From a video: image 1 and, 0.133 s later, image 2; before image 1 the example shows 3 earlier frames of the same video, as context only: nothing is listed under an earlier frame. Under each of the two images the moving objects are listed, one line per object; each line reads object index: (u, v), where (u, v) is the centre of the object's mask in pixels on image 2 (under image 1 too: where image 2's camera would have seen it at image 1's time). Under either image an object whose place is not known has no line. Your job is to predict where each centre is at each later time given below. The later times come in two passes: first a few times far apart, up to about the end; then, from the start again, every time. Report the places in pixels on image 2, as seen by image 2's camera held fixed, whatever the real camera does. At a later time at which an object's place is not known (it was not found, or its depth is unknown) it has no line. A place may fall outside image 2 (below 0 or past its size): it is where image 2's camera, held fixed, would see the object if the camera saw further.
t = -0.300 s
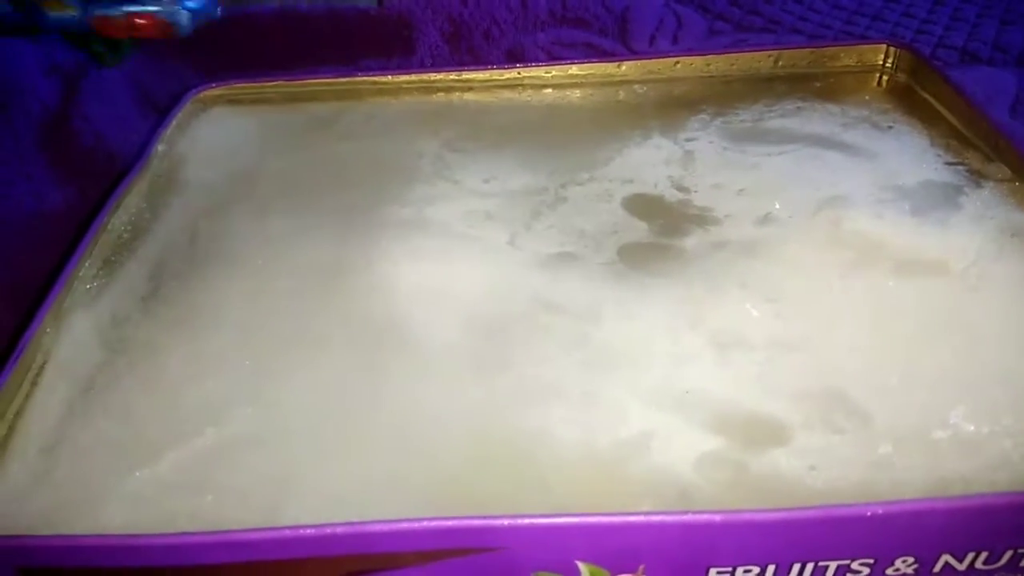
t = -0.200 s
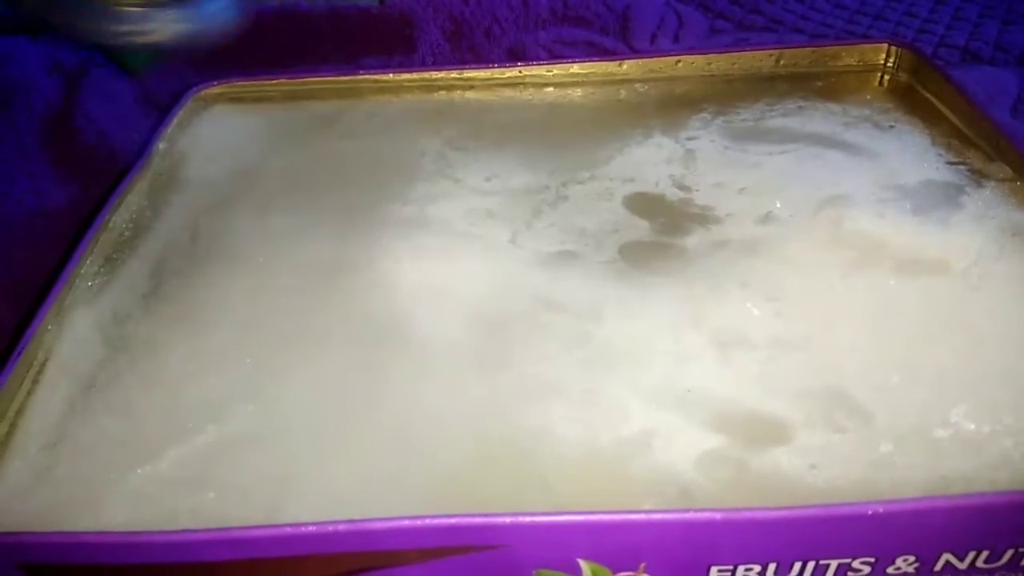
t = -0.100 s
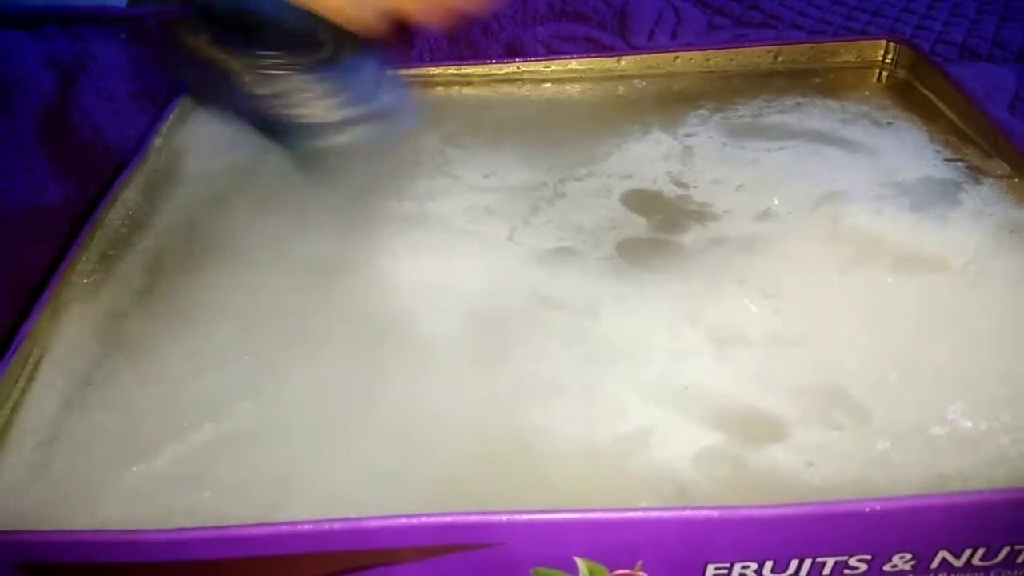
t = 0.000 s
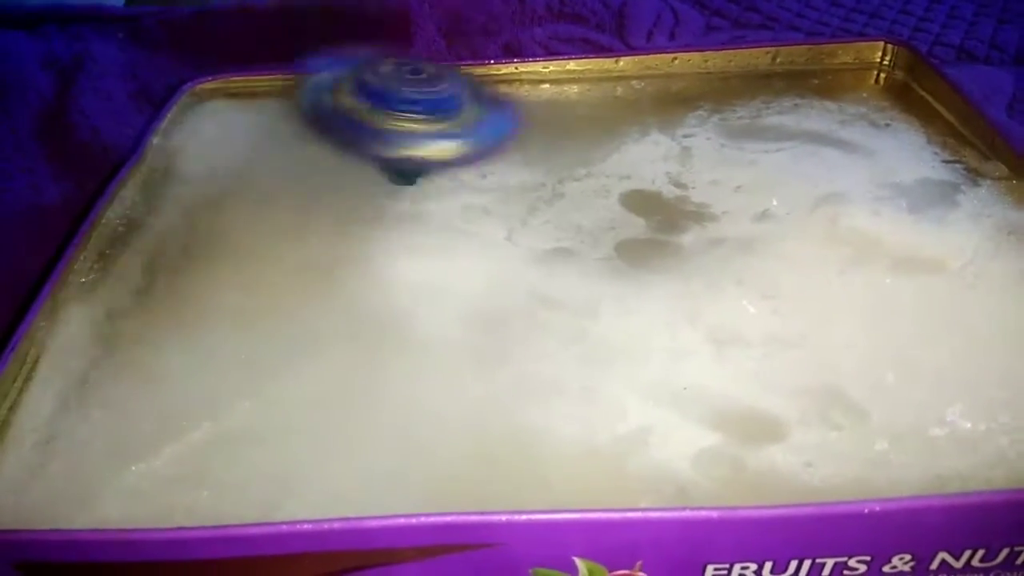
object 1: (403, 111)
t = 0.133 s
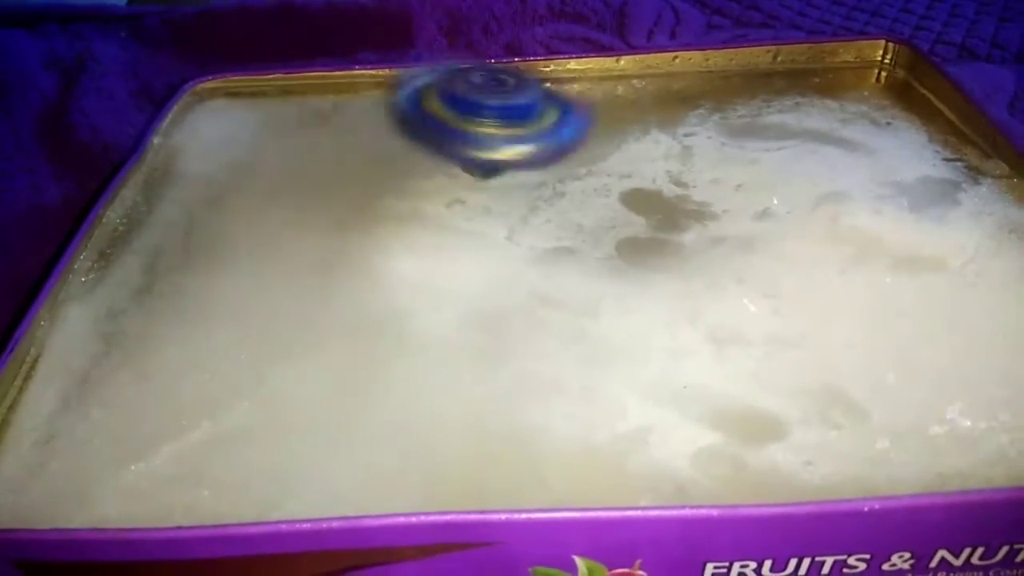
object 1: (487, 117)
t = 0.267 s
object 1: (499, 61)
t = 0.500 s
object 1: (479, 82)
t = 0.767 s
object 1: (535, 52)
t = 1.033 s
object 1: (616, 62)
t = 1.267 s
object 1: (703, 34)
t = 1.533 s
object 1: (836, 29)
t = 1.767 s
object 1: (878, 26)
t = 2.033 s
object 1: (894, 27)
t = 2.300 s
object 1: (846, 26)
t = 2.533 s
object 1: (877, 59)
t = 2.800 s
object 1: (864, 43)
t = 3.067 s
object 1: (784, 37)
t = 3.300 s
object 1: (692, 60)
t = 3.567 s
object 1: (622, 126)
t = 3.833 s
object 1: (604, 210)
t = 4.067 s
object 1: (620, 301)
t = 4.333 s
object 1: (644, 299)
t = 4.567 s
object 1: (622, 310)
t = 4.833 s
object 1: (631, 322)
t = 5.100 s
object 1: (611, 348)
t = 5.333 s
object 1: (611, 354)
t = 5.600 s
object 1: (594, 358)
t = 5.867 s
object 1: (630, 312)
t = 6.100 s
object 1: (622, 316)
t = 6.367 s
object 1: (645, 289)
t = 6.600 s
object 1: (632, 300)
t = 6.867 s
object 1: (634, 311)
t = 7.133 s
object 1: (639, 296)
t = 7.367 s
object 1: (626, 322)
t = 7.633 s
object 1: (647, 292)
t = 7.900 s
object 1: (621, 322)
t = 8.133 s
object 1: (652, 299)
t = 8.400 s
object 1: (631, 299)
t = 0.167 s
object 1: (493, 95)
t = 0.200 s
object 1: (498, 86)
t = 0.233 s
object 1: (501, 74)
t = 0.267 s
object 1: (499, 61)
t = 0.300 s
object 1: (499, 46)
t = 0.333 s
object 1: (499, 42)
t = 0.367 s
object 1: (491, 47)
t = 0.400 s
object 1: (484, 65)
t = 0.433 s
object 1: (480, 68)
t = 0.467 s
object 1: (477, 77)
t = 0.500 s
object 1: (479, 82)
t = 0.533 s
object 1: (484, 84)
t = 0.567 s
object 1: (490, 85)
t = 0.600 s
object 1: (499, 83)
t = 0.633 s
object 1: (506, 79)
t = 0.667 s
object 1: (512, 74)
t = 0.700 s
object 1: (520, 68)
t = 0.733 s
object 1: (528, 59)
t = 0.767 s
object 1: (535, 52)
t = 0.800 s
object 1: (541, 42)
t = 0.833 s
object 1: (547, 40)
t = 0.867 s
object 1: (554, 50)
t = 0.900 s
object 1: (562, 53)
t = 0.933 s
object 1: (573, 58)
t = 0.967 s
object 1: (584, 61)
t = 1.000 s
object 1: (600, 63)
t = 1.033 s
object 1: (616, 62)
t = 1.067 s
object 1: (630, 60)
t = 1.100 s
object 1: (643, 57)
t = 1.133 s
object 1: (655, 54)
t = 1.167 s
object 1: (668, 50)
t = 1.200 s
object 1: (682, 45)
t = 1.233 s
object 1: (692, 37)
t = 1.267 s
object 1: (703, 34)
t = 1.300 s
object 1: (719, 36)
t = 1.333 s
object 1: (733, 39)
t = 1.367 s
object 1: (747, 41)
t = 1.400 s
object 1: (762, 40)
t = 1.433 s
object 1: (780, 37)
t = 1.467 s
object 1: (797, 31)
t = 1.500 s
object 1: (816, 27)
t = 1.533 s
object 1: (836, 29)
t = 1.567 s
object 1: (855, 28)
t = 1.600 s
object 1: (877, 27)
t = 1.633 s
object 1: (894, 24)
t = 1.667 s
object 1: (885, 27)
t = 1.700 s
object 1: (881, 26)
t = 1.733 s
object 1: (878, 27)
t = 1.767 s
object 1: (878, 26)
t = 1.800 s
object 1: (878, 25)
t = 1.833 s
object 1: (883, 24)
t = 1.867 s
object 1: (890, 24)
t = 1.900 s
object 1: (889, 25)
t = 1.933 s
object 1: (887, 27)
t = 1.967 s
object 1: (887, 27)
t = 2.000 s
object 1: (890, 27)
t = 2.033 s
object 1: (894, 27)
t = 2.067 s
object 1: (891, 25)
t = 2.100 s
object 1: (878, 31)
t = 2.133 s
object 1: (874, 26)
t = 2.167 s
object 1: (867, 28)
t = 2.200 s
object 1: (861, 27)
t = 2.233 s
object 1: (856, 28)
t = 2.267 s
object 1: (850, 27)
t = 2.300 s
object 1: (846, 26)
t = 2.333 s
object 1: (849, 31)
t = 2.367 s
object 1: (850, 47)
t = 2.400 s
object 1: (856, 46)
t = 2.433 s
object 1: (862, 57)
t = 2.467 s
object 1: (868, 56)
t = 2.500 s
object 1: (875, 59)
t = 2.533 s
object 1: (877, 59)
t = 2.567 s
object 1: (884, 58)
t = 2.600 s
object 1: (889, 57)
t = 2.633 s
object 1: (890, 55)
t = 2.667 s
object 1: (887, 53)
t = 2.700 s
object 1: (883, 51)
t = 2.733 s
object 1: (876, 49)
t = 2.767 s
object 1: (869, 46)
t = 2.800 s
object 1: (864, 43)
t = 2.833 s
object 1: (857, 40)
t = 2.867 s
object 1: (846, 36)
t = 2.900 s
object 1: (831, 32)
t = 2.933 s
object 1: (817, 29)
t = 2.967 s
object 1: (811, 32)
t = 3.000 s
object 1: (802, 36)
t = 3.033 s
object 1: (795, 37)
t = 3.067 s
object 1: (784, 37)
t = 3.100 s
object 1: (773, 37)
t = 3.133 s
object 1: (760, 36)
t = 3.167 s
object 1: (744, 34)
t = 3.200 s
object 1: (732, 34)
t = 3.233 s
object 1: (714, 45)
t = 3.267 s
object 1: (704, 48)
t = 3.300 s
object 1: (692, 60)
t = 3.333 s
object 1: (682, 68)
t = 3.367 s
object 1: (672, 76)
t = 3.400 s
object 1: (660, 84)
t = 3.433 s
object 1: (652, 92)
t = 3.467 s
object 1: (644, 101)
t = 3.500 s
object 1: (636, 109)
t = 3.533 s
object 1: (628, 118)
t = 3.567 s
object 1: (622, 126)
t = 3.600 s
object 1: (616, 136)
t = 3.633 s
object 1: (609, 146)
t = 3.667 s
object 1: (603, 154)
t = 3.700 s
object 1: (596, 163)
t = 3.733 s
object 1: (592, 176)
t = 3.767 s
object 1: (594, 187)
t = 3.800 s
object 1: (599, 200)
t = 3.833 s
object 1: (604, 210)
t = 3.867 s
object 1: (603, 223)
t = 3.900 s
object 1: (602, 236)
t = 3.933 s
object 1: (606, 248)
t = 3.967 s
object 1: (608, 260)
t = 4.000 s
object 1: (612, 275)
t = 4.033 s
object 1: (614, 289)
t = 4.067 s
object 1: (620, 301)
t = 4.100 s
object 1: (626, 308)
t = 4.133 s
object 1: (631, 316)
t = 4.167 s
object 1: (636, 322)
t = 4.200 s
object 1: (645, 324)
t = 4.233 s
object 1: (653, 321)
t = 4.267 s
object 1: (655, 314)
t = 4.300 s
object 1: (652, 306)
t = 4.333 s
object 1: (644, 299)
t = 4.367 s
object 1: (643, 294)
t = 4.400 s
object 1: (640, 291)
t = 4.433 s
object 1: (635, 291)
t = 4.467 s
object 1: (629, 296)
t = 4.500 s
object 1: (627, 304)
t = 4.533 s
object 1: (626, 308)
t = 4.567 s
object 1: (622, 310)
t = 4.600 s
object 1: (618, 317)
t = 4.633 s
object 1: (614, 326)
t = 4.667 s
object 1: (614, 334)
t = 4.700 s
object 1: (618, 339)
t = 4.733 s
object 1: (621, 339)
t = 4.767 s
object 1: (624, 335)
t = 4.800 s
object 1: (628, 329)
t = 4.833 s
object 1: (631, 322)
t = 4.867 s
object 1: (629, 318)
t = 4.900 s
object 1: (622, 318)
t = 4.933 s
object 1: (616, 322)
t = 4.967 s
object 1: (609, 327)
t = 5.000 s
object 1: (609, 337)
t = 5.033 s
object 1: (610, 345)
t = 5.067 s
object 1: (611, 348)
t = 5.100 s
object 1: (611, 348)
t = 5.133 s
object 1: (611, 347)
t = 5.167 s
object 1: (609, 346)
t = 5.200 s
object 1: (605, 347)
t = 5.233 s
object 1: (603, 350)
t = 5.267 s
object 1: (604, 354)
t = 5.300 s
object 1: (608, 356)
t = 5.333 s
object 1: (611, 354)
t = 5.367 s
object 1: (614, 349)
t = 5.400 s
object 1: (613, 343)
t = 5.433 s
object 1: (612, 339)
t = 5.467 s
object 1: (608, 337)
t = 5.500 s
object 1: (599, 337)
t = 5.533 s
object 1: (595, 341)
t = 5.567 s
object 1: (594, 349)
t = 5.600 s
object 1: (594, 358)
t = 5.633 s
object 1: (597, 362)
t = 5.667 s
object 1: (609, 362)
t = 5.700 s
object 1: (625, 357)
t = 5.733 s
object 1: (635, 347)
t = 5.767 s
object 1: (634, 335)
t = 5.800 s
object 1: (634, 326)
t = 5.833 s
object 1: (633, 318)
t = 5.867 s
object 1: (630, 312)
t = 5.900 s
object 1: (624, 310)
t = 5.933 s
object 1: (617, 310)
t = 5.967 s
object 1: (616, 310)
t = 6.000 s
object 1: (617, 310)
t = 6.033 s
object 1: (621, 311)
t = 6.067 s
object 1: (624, 312)
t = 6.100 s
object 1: (622, 316)
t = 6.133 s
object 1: (622, 321)
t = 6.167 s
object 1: (624, 326)
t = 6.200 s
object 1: (630, 328)
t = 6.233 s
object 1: (638, 324)
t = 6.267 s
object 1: (644, 317)
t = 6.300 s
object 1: (646, 307)
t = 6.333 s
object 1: (644, 298)
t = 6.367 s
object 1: (645, 289)
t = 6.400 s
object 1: (637, 281)
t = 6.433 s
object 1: (634, 282)
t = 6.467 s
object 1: (630, 285)
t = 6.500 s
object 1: (625, 288)
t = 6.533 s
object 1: (626, 291)
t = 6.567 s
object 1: (628, 296)
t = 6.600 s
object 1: (632, 300)
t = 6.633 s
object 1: (638, 305)
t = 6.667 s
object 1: (644, 307)
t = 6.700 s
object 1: (647, 308)
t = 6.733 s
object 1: (646, 308)
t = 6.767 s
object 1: (644, 307)
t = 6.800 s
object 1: (640, 304)
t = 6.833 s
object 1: (635, 306)
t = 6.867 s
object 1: (634, 311)
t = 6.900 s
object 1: (633, 316)
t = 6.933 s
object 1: (629, 320)
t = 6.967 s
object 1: (633, 323)
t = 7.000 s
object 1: (638, 322)
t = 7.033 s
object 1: (644, 318)
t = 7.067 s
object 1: (648, 311)
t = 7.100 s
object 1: (644, 304)
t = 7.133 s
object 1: (639, 296)
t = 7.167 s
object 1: (634, 292)
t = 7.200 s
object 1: (629, 292)
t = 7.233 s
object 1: (627, 297)
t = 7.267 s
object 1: (626, 303)
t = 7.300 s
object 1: (629, 311)
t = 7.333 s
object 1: (627, 317)
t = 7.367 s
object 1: (626, 322)
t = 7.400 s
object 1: (631, 326)
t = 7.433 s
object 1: (637, 327)
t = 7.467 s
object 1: (646, 322)
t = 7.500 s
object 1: (651, 315)
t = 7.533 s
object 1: (652, 305)
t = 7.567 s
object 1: (651, 300)
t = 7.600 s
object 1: (649, 296)
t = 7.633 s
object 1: (647, 292)
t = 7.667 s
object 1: (645, 291)
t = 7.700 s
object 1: (639, 291)
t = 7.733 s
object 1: (633, 293)
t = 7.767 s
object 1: (629, 299)
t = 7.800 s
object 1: (628, 304)
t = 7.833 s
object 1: (627, 309)
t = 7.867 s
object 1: (624, 315)
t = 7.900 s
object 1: (621, 322)
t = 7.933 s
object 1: (621, 328)
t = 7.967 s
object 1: (627, 332)
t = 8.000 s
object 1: (637, 332)
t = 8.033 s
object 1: (647, 325)
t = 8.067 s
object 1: (652, 315)
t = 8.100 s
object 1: (652, 305)
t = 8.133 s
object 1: (652, 299)
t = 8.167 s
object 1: (650, 295)
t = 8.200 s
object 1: (647, 290)
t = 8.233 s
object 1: (641, 287)
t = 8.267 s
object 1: (635, 288)
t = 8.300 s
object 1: (632, 291)
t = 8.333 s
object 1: (630, 295)
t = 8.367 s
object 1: (629, 297)
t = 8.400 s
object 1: (631, 299)
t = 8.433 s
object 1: (636, 302)
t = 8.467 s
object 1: (641, 305)
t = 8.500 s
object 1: (642, 304)
